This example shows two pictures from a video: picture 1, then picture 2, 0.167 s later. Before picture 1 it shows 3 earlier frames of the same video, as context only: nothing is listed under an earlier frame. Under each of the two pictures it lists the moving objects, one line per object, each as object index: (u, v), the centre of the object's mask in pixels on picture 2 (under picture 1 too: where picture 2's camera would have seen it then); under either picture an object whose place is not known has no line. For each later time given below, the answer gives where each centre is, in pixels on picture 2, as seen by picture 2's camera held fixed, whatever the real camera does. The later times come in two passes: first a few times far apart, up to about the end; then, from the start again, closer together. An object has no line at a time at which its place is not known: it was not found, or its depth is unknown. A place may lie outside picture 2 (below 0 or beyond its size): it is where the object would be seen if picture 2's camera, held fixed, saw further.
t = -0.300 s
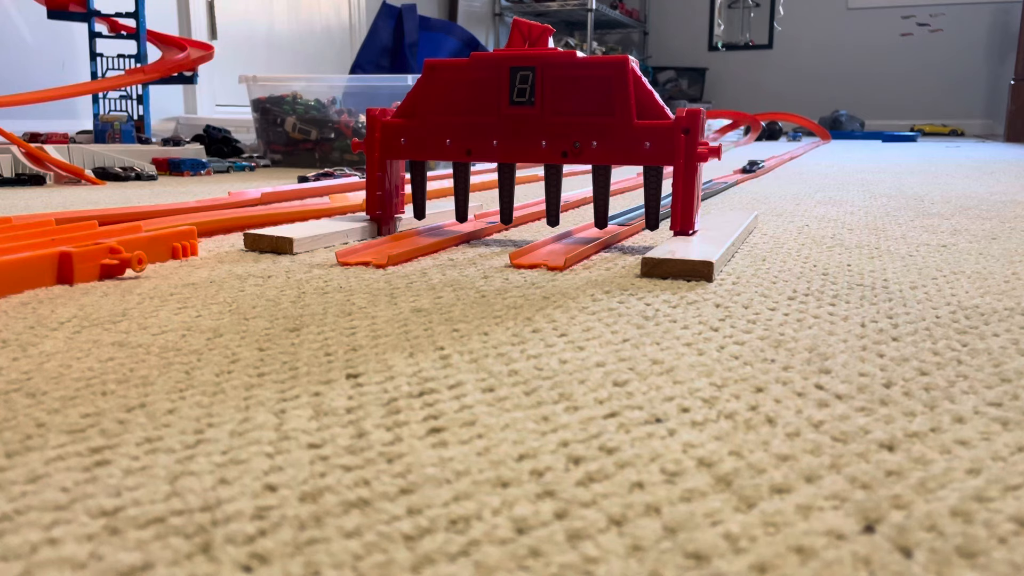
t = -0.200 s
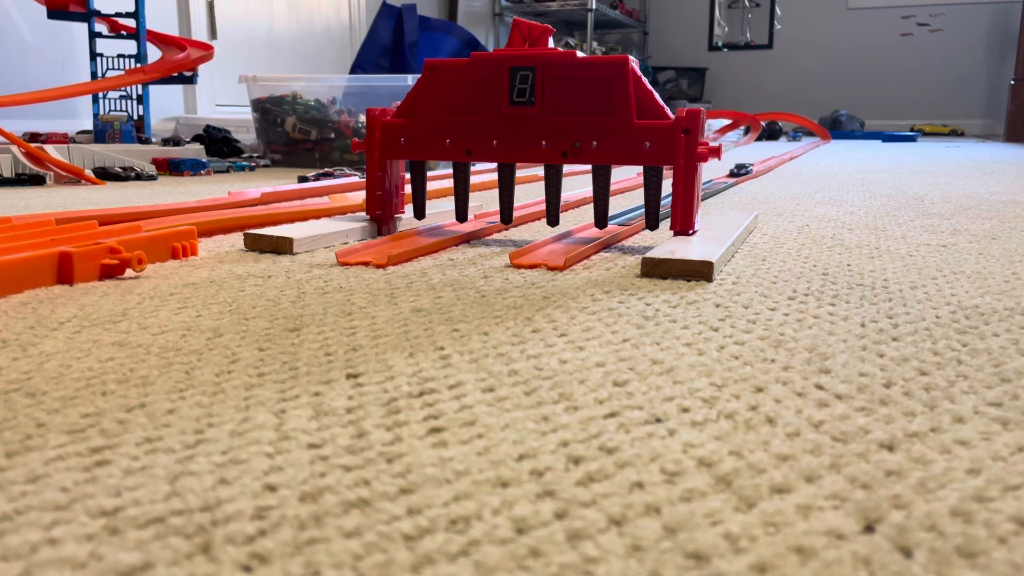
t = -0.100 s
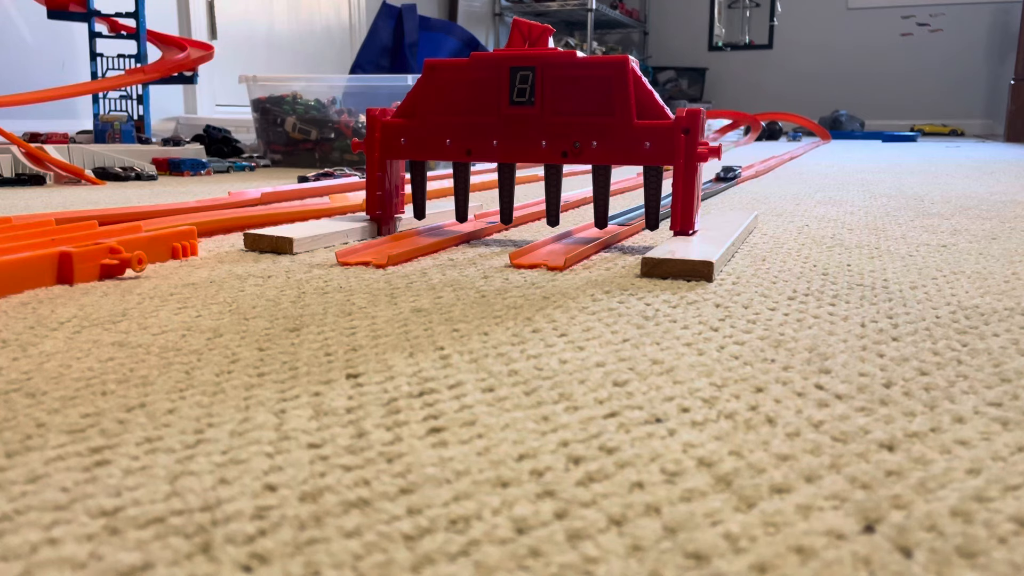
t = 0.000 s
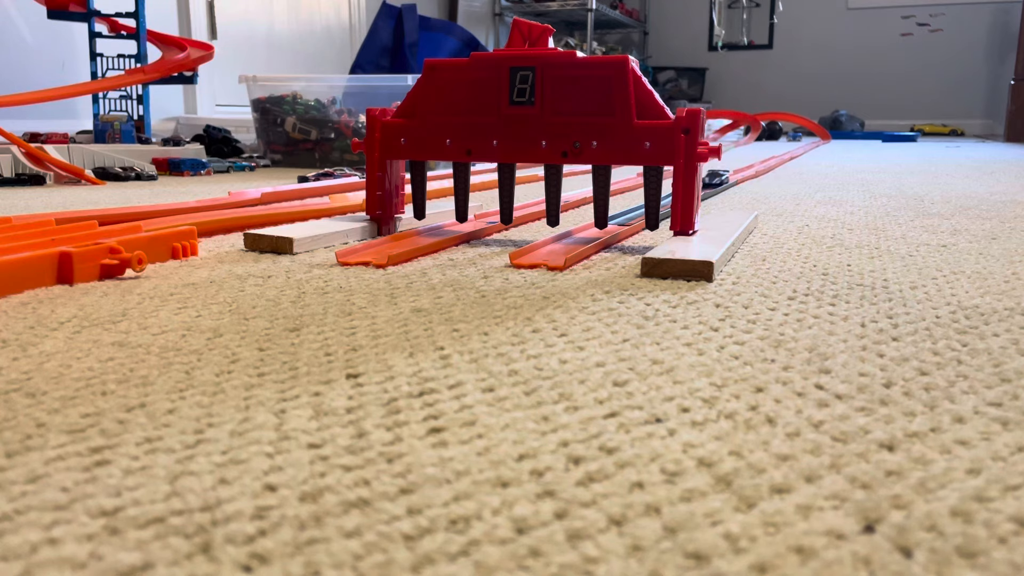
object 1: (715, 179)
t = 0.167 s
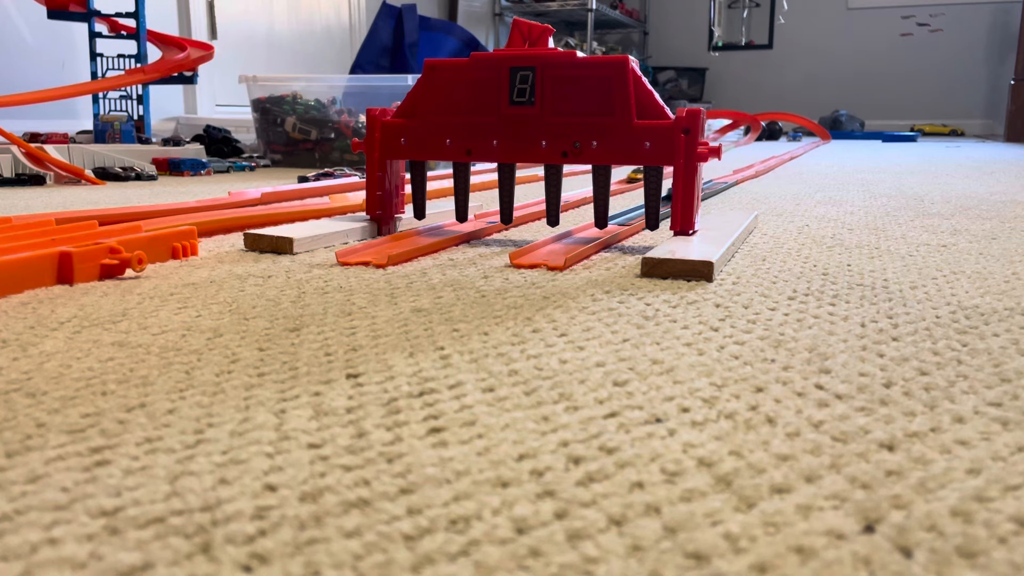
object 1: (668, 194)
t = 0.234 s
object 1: (666, 195)
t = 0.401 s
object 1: (626, 212)
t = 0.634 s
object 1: (521, 257)
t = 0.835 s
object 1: (432, 294)
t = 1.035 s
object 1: (405, 303)
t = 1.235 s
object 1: (404, 304)
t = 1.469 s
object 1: (405, 304)
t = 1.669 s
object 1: (404, 304)
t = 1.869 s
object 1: (404, 304)
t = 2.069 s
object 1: (404, 304)
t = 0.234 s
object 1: (666, 195)
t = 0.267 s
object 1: (666, 198)
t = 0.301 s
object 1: (637, 208)
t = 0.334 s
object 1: (630, 211)
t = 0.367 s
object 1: (628, 210)
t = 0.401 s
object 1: (626, 212)
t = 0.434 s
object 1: (612, 219)
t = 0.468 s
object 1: (595, 226)
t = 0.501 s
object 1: (581, 229)
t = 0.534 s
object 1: (568, 234)
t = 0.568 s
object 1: (552, 242)
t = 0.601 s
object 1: (536, 250)
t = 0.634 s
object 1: (521, 257)
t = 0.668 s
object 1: (505, 268)
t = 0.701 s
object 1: (490, 272)
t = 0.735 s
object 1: (474, 280)
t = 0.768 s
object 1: (459, 285)
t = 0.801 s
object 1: (445, 290)
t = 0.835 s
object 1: (432, 294)
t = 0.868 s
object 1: (420, 299)
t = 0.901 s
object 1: (413, 301)
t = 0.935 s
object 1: (408, 303)
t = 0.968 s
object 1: (404, 304)
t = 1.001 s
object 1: (405, 304)
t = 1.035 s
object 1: (405, 303)
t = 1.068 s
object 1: (404, 304)
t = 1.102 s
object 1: (404, 304)
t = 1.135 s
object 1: (404, 304)
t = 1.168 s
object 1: (404, 304)
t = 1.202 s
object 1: (404, 304)
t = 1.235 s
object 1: (404, 304)
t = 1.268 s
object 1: (404, 304)
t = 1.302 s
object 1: (405, 304)
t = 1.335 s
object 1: (404, 304)
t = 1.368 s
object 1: (405, 304)
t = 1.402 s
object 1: (405, 304)
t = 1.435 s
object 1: (405, 303)
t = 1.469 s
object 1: (405, 304)
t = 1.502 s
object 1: (405, 304)
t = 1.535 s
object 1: (404, 304)
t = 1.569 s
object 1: (404, 304)
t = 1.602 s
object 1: (404, 304)
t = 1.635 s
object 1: (404, 304)
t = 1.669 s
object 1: (404, 304)
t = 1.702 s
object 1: (404, 304)
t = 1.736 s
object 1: (404, 304)
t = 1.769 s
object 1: (404, 304)
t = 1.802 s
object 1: (404, 304)
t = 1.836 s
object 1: (404, 304)
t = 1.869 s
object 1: (404, 304)
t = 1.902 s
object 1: (404, 304)
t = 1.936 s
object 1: (404, 304)
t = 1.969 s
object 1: (404, 304)
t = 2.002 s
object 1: (404, 304)
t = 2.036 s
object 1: (404, 304)
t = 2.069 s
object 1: (404, 304)
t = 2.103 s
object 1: (404, 304)
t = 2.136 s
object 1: (404, 304)
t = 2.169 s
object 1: (404, 304)
